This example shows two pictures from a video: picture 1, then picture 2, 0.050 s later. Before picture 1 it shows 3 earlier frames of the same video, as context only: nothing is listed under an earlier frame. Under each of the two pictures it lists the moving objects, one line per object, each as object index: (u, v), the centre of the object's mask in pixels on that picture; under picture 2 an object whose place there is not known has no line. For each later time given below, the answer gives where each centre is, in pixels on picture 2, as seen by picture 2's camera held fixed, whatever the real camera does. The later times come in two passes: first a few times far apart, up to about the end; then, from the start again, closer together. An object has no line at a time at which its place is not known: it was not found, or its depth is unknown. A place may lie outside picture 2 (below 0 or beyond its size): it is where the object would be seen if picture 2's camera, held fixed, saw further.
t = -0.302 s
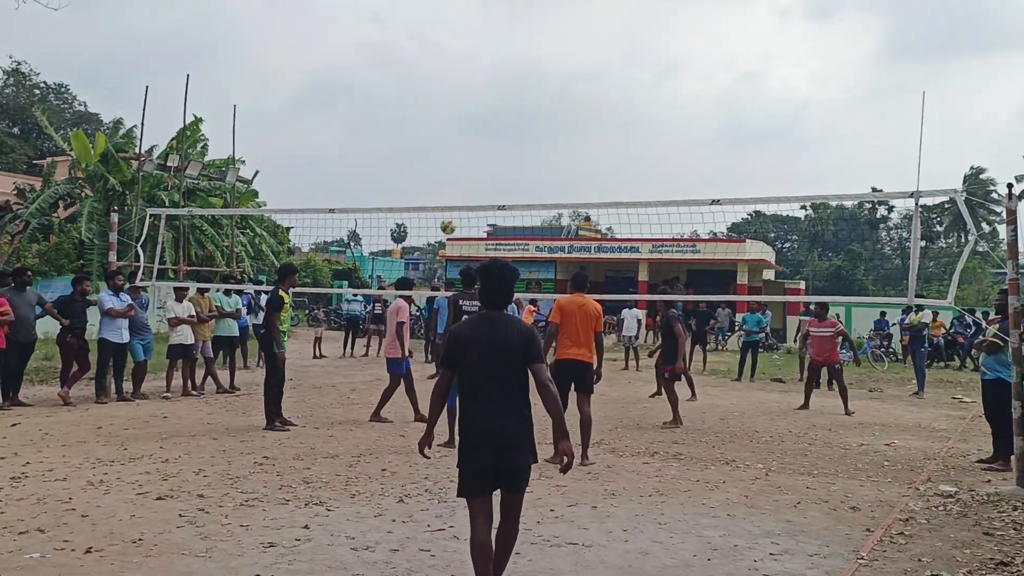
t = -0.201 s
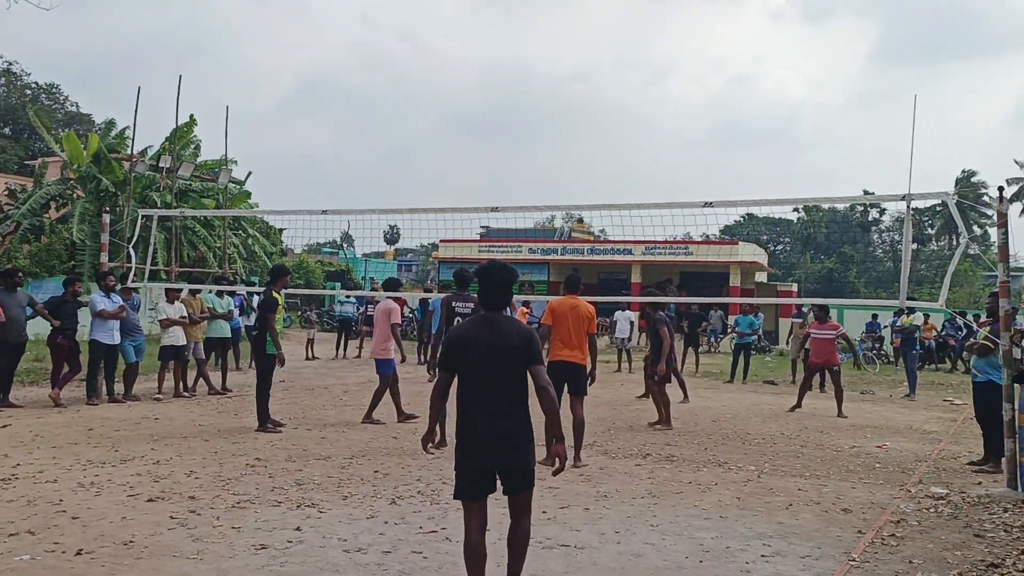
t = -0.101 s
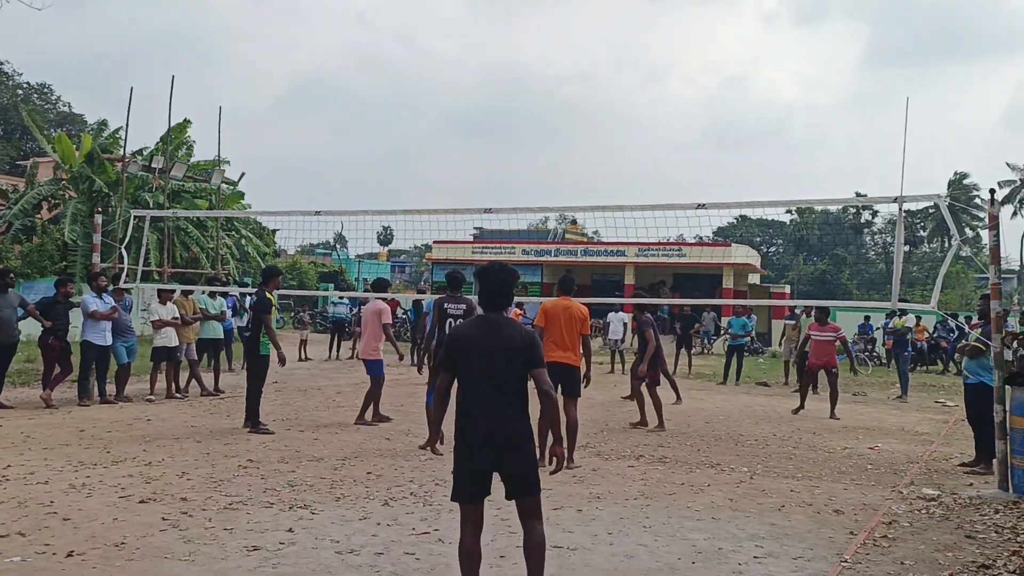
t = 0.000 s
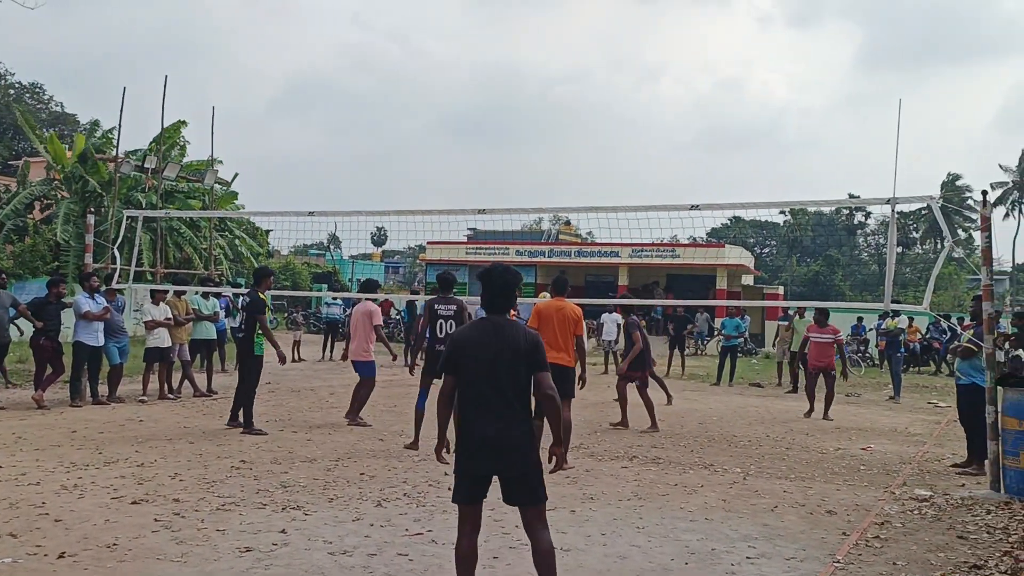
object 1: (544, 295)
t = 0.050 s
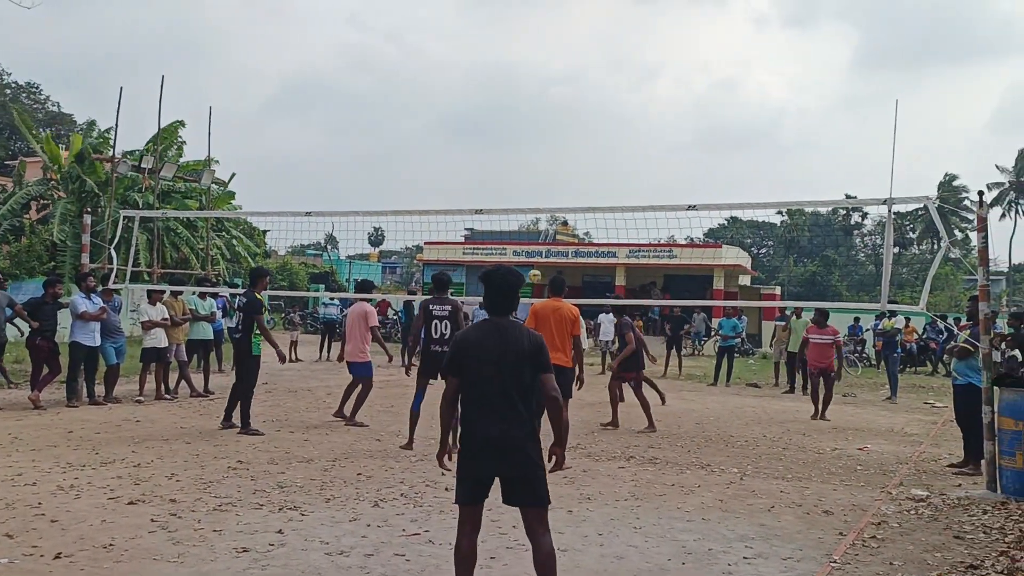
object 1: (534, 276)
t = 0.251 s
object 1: (505, 200)
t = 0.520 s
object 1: (468, 136)
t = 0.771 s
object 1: (434, 112)
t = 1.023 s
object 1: (401, 126)
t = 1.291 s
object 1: (365, 182)
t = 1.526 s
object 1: (331, 263)
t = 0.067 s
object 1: (532, 268)
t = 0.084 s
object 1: (529, 262)
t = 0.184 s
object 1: (514, 223)
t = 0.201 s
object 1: (512, 218)
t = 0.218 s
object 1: (509, 210)
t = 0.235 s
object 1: (507, 204)
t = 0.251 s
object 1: (505, 200)
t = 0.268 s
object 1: (502, 194)
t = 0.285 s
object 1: (500, 189)
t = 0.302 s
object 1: (498, 184)
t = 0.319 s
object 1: (495, 180)
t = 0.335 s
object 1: (493, 175)
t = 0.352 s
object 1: (491, 170)
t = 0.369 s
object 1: (488, 166)
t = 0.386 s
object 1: (486, 162)
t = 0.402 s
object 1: (484, 158)
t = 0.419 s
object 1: (481, 154)
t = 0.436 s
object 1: (479, 151)
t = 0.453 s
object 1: (477, 147)
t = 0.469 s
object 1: (475, 144)
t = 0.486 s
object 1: (472, 141)
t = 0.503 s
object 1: (470, 138)
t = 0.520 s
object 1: (468, 136)
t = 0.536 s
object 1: (465, 133)
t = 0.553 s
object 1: (463, 130)
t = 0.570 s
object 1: (461, 128)
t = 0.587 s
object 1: (458, 126)
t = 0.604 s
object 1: (456, 123)
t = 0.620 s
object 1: (454, 122)
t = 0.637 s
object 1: (452, 120)
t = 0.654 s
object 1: (450, 118)
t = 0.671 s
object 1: (448, 117)
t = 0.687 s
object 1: (445, 116)
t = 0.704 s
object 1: (443, 115)
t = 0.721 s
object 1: (441, 114)
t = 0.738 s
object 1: (439, 113)
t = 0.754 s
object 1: (436, 113)
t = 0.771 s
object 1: (434, 112)
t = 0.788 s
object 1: (432, 112)
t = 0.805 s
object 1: (430, 112)
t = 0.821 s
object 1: (428, 112)
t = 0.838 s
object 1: (426, 113)
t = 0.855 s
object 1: (424, 113)
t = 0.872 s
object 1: (421, 114)
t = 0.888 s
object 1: (419, 114)
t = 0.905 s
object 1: (417, 115)
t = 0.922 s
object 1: (414, 116)
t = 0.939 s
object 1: (412, 118)
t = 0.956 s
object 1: (410, 119)
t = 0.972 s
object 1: (408, 121)
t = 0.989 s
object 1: (406, 123)
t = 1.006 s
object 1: (403, 124)
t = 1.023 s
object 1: (401, 126)
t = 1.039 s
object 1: (399, 128)
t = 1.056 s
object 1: (397, 131)
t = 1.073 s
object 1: (395, 133)
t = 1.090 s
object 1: (392, 136)
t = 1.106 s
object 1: (390, 139)
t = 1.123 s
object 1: (388, 142)
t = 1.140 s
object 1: (385, 145)
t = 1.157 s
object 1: (383, 149)
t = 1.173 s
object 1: (381, 153)
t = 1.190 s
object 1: (378, 156)
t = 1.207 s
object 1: (376, 159)
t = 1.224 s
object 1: (374, 163)
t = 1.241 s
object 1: (372, 168)
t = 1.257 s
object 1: (369, 172)
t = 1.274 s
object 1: (367, 177)
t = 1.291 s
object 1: (365, 182)
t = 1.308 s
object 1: (362, 187)
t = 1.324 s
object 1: (360, 192)
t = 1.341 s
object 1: (357, 196)
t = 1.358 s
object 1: (355, 202)
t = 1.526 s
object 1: (331, 263)
